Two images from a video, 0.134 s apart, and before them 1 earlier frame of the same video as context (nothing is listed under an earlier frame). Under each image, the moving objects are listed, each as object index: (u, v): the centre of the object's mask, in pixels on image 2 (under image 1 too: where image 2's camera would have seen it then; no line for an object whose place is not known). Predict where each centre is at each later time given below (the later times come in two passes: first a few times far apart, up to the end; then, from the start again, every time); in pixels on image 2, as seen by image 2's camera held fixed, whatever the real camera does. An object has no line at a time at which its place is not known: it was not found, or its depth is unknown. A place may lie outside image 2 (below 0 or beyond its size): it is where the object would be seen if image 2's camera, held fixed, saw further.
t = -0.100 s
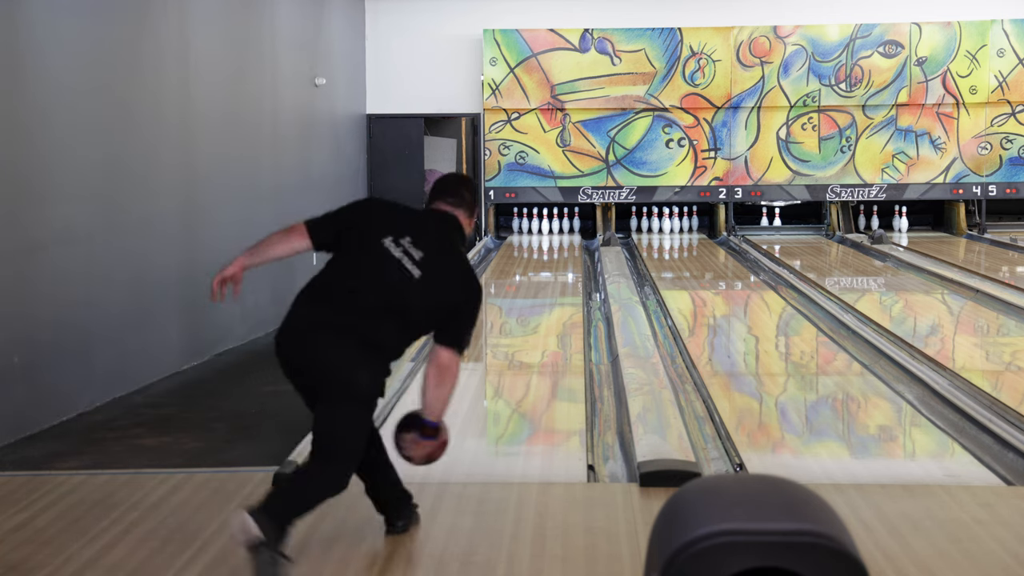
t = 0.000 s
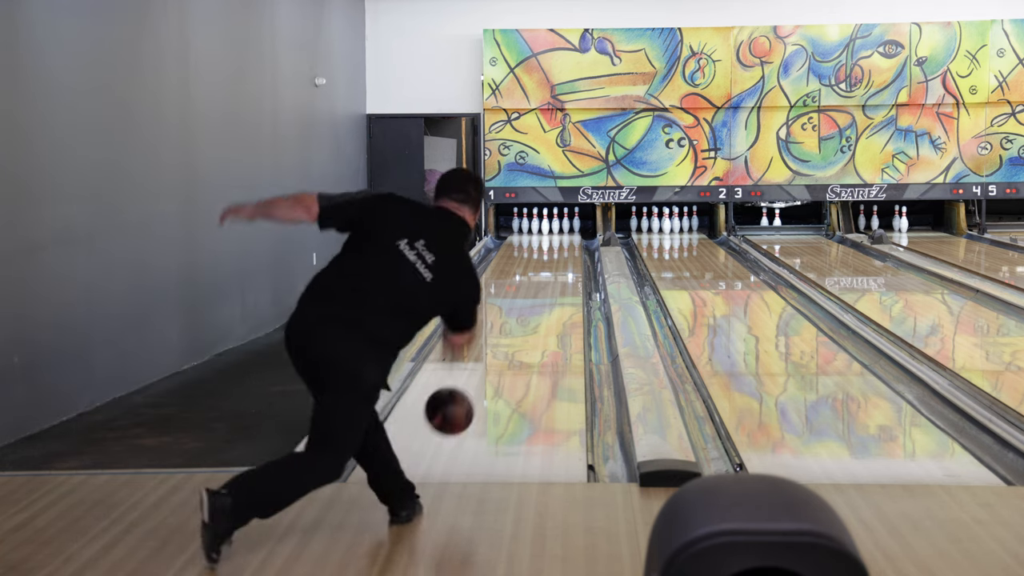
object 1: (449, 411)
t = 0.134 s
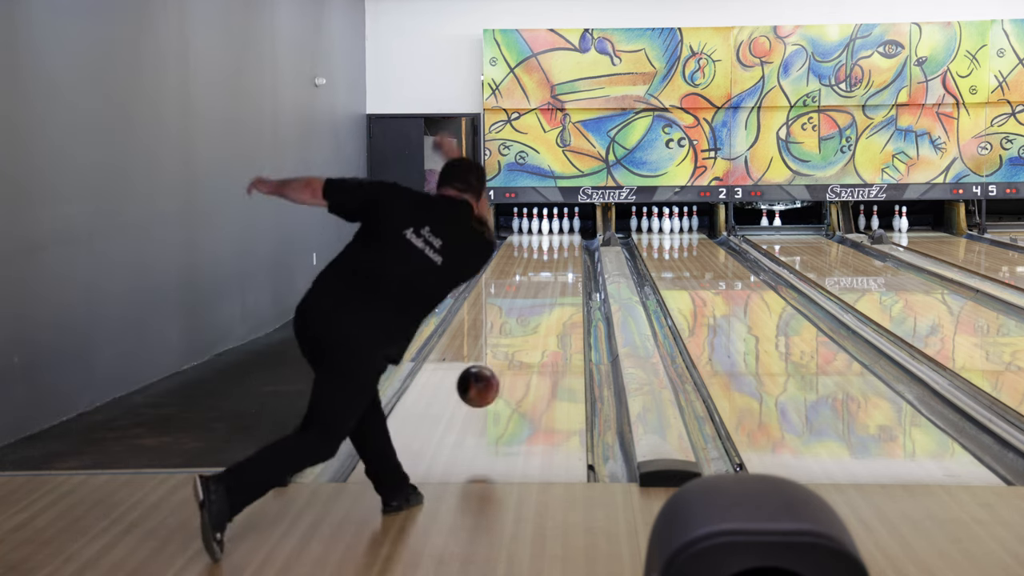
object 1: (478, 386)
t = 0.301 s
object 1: (504, 376)
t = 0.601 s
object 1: (536, 330)
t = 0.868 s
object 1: (554, 300)
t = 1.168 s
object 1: (566, 276)
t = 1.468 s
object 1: (573, 258)
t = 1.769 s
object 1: (571, 244)
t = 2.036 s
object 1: (561, 234)
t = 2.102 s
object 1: (557, 232)
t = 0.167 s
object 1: (484, 386)
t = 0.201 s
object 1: (489, 388)
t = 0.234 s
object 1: (495, 392)
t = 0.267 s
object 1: (500, 385)
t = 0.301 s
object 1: (504, 376)
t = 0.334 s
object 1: (508, 369)
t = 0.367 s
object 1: (513, 364)
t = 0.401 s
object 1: (517, 361)
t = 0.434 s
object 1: (520, 355)
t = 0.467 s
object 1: (523, 350)
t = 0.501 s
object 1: (527, 344)
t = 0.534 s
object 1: (530, 340)
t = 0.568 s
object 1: (533, 334)
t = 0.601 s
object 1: (536, 330)
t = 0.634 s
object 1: (538, 326)
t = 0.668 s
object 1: (541, 321)
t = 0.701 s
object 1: (543, 317)
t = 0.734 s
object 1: (545, 314)
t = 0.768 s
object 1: (548, 310)
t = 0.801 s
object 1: (550, 306)
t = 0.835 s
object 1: (551, 303)
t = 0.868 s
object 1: (554, 300)
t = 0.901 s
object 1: (555, 297)
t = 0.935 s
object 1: (557, 293)
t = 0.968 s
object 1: (559, 290)
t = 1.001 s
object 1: (560, 288)
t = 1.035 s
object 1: (562, 285)
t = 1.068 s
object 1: (563, 283)
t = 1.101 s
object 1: (564, 280)
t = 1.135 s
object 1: (565, 278)
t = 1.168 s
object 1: (566, 276)
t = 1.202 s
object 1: (568, 273)
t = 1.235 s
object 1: (569, 271)
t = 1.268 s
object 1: (570, 269)
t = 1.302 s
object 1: (570, 267)
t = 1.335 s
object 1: (571, 265)
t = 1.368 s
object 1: (572, 263)
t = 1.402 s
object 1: (572, 261)
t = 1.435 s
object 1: (573, 259)
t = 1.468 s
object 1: (573, 258)
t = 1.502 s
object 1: (574, 256)
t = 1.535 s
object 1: (574, 254)
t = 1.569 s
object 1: (574, 252)
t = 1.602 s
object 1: (573, 251)
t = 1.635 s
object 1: (573, 249)
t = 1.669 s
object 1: (573, 248)
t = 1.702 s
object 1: (572, 246)
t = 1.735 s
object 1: (572, 245)
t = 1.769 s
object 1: (571, 244)
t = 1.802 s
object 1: (570, 242)
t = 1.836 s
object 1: (569, 241)
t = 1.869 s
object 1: (568, 240)
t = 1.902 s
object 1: (567, 239)
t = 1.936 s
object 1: (565, 238)
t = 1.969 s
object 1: (564, 237)
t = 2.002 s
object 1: (562, 235)
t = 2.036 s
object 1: (561, 234)
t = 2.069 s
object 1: (559, 233)
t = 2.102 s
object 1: (557, 232)
